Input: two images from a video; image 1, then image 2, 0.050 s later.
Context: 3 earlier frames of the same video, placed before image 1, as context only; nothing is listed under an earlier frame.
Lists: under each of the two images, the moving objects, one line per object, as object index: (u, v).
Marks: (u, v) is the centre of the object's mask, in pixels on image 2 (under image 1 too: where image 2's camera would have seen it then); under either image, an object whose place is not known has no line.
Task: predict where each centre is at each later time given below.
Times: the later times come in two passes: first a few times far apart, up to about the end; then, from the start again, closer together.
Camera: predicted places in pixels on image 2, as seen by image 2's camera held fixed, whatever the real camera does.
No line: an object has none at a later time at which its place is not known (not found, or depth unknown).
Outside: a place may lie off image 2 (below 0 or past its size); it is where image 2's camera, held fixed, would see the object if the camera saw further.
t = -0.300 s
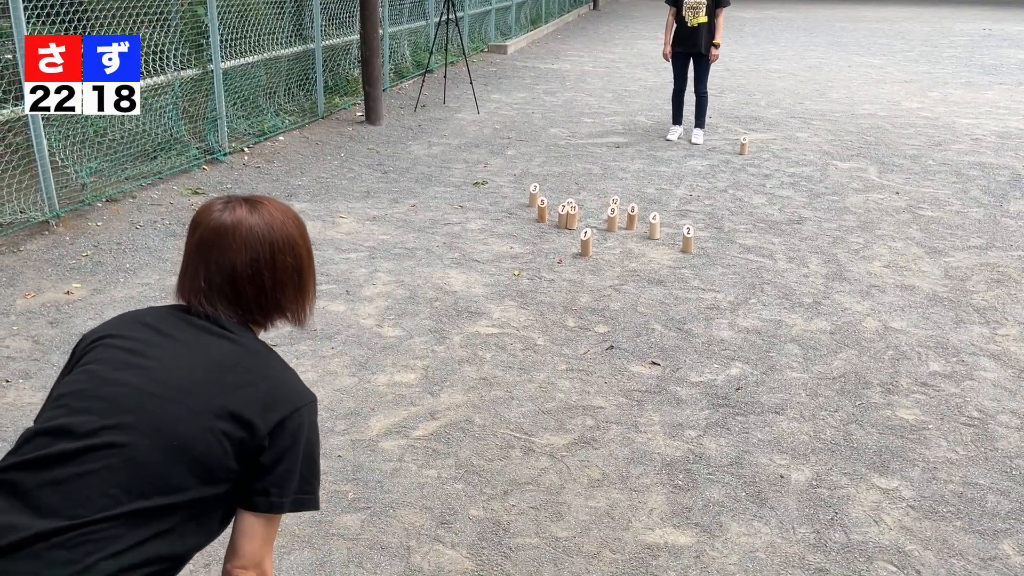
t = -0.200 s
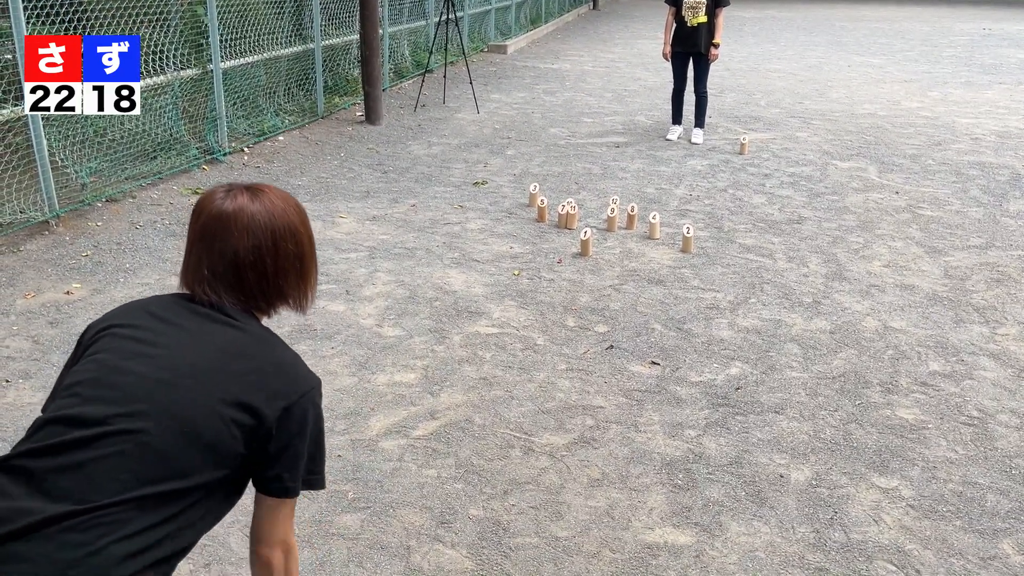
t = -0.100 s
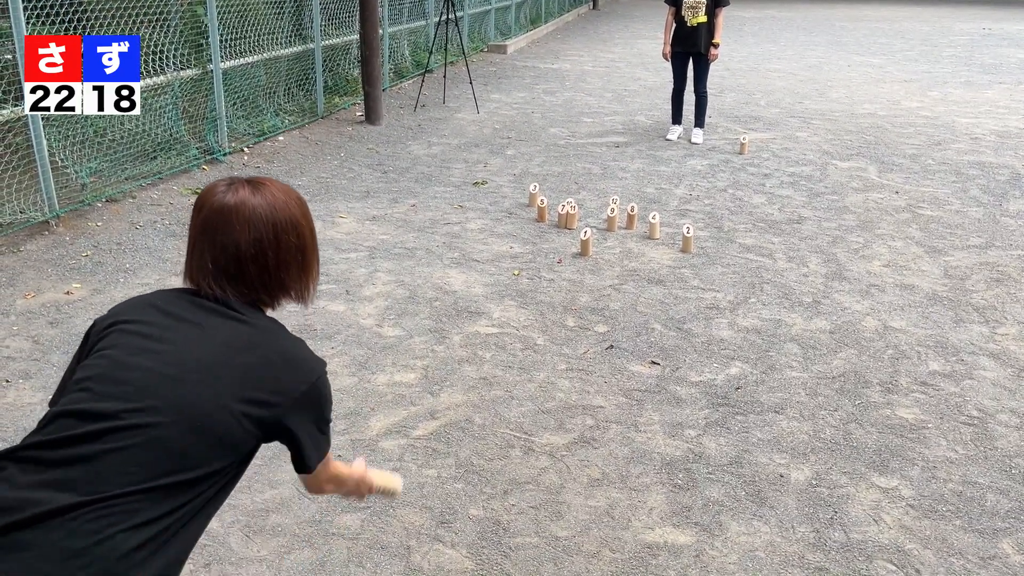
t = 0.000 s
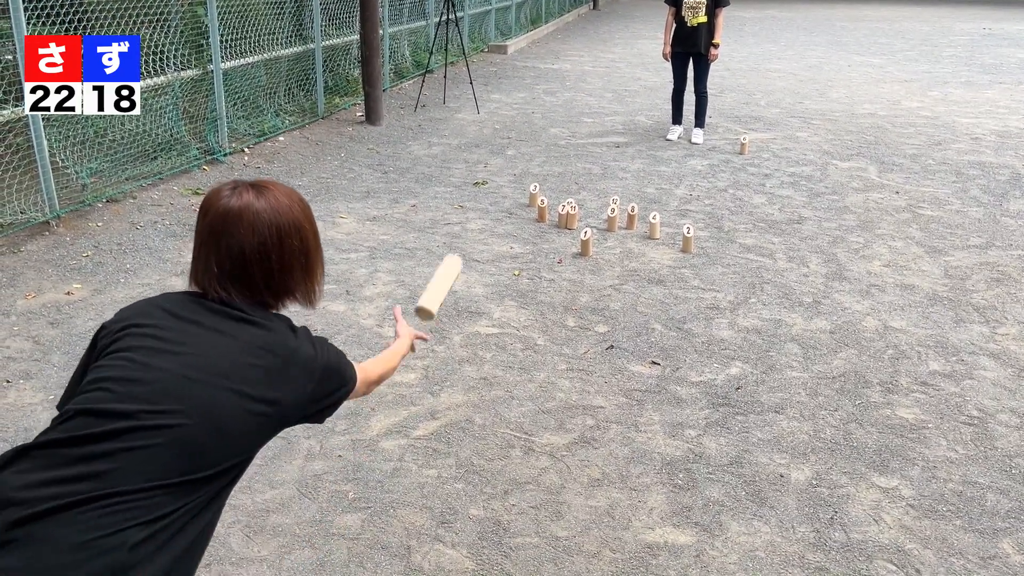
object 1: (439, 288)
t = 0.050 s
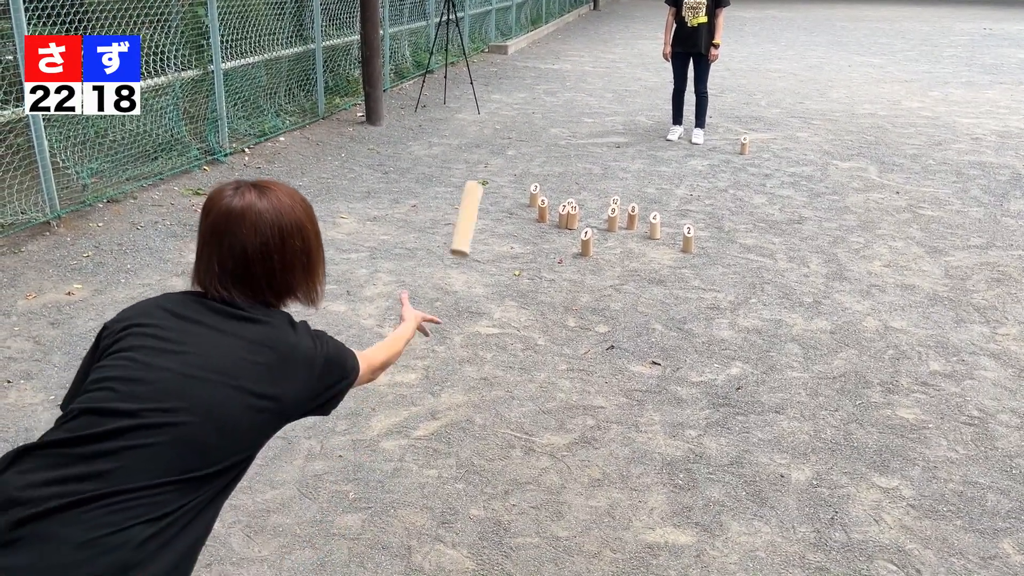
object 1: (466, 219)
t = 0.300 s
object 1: (557, 75)
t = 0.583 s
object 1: (607, 126)
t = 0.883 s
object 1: (641, 178)
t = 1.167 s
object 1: (664, 186)
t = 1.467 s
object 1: (688, 182)
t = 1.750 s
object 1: (699, 180)
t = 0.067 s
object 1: (475, 200)
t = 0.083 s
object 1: (482, 183)
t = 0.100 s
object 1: (490, 167)
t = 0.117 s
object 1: (496, 152)
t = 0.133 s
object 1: (504, 139)
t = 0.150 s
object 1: (510, 127)
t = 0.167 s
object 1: (516, 117)
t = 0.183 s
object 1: (522, 108)
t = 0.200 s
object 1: (527, 100)
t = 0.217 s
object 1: (533, 94)
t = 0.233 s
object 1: (538, 88)
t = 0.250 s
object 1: (543, 83)
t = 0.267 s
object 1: (549, 80)
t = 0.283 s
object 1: (553, 77)
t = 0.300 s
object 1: (557, 75)
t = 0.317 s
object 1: (562, 74)
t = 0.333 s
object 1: (566, 73)
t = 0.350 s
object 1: (570, 73)
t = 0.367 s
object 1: (574, 74)
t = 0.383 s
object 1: (577, 75)
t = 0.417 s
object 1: (583, 79)
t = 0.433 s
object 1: (586, 81)
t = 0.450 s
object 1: (589, 85)
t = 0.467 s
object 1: (592, 88)
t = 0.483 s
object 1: (594, 93)
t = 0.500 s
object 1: (597, 97)
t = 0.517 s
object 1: (599, 102)
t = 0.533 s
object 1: (601, 108)
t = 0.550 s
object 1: (603, 113)
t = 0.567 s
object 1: (605, 119)
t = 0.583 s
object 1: (607, 126)
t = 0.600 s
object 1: (609, 133)
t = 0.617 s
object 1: (611, 139)
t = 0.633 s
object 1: (613, 146)
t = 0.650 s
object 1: (615, 153)
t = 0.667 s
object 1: (616, 161)
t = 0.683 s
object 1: (618, 169)
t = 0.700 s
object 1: (618, 176)
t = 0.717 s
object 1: (620, 184)
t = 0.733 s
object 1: (622, 184)
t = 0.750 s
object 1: (624, 185)
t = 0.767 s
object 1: (626, 187)
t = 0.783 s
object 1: (628, 190)
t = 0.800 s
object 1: (630, 188)
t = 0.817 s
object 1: (632, 186)
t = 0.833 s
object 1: (634, 184)
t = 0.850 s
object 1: (637, 182)
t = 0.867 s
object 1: (639, 180)
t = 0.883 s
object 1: (641, 178)
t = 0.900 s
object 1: (639, 182)
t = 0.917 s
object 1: (641, 181)
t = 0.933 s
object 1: (642, 181)
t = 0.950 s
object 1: (644, 186)
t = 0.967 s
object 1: (646, 187)
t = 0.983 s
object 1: (649, 188)
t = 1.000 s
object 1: (650, 187)
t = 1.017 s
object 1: (650, 185)
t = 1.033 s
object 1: (651, 185)
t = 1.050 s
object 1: (653, 185)
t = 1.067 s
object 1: (654, 184)
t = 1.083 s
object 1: (658, 188)
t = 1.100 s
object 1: (661, 189)
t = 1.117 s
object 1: (662, 188)
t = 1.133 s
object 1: (664, 187)
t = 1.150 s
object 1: (662, 185)
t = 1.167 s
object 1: (664, 186)
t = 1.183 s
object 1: (665, 186)
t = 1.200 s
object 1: (668, 186)
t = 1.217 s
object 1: (669, 186)
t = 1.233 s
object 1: (672, 186)
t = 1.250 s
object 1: (673, 185)
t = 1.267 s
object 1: (674, 185)
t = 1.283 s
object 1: (676, 185)
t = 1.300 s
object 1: (678, 185)
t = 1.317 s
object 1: (679, 185)
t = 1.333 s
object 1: (679, 185)
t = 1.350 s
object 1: (680, 185)
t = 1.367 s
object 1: (682, 184)
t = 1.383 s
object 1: (683, 184)
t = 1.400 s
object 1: (684, 183)
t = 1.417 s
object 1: (684, 183)
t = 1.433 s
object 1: (686, 183)
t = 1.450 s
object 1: (687, 182)
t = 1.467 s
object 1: (688, 182)
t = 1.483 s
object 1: (689, 182)
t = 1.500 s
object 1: (689, 182)
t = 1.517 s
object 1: (691, 182)
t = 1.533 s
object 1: (691, 182)
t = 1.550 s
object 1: (692, 182)
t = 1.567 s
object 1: (693, 182)
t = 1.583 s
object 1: (694, 182)
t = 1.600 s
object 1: (694, 182)
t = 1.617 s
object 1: (695, 182)
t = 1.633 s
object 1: (695, 181)
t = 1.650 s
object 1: (696, 181)
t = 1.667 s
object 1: (696, 181)
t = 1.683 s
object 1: (697, 181)
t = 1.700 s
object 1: (697, 181)
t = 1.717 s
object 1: (697, 180)
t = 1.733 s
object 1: (698, 180)
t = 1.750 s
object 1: (699, 180)
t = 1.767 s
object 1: (699, 180)
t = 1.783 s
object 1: (699, 180)
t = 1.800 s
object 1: (699, 179)
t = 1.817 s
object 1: (700, 179)
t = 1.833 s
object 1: (698, 179)
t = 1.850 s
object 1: (695, 178)
